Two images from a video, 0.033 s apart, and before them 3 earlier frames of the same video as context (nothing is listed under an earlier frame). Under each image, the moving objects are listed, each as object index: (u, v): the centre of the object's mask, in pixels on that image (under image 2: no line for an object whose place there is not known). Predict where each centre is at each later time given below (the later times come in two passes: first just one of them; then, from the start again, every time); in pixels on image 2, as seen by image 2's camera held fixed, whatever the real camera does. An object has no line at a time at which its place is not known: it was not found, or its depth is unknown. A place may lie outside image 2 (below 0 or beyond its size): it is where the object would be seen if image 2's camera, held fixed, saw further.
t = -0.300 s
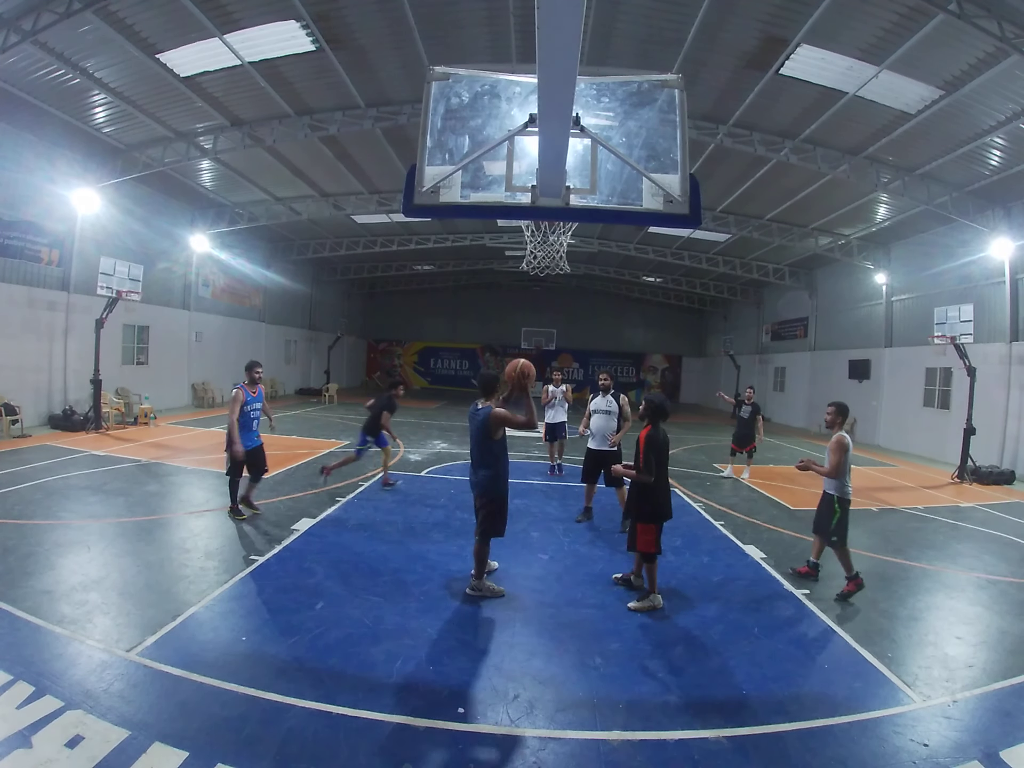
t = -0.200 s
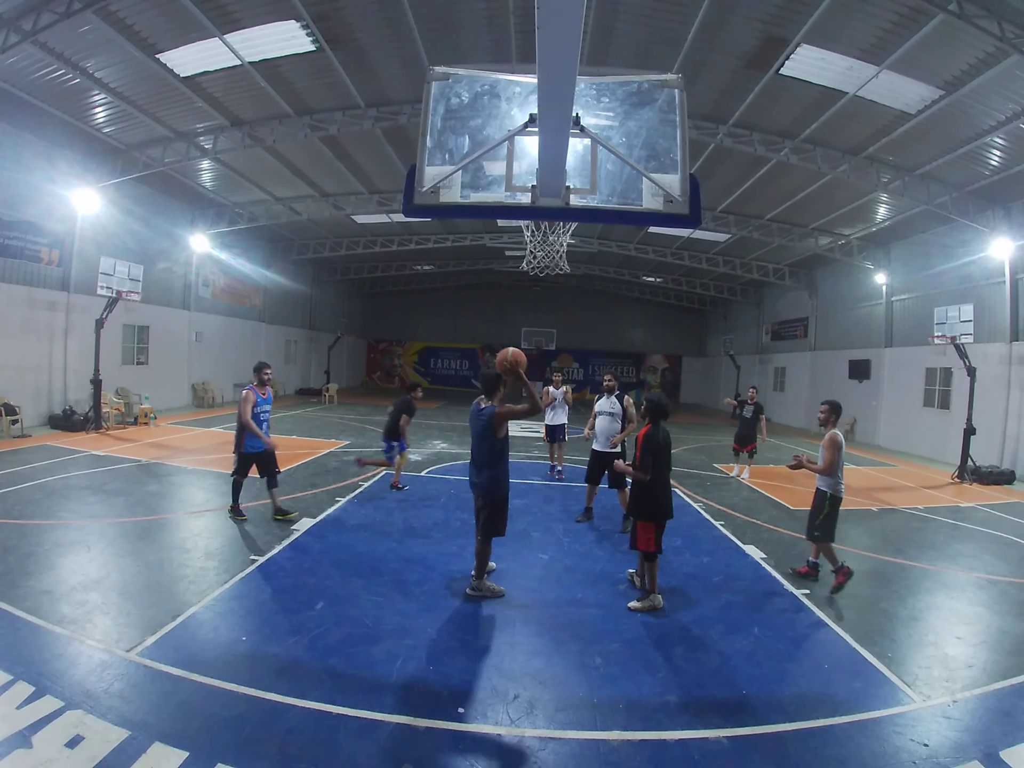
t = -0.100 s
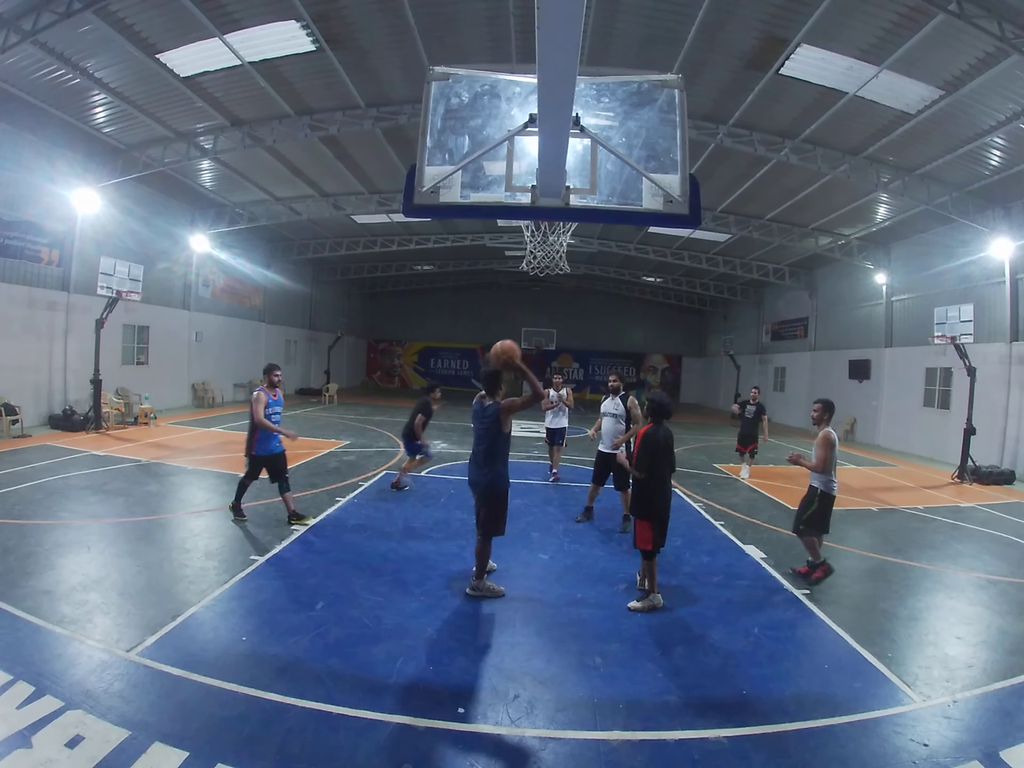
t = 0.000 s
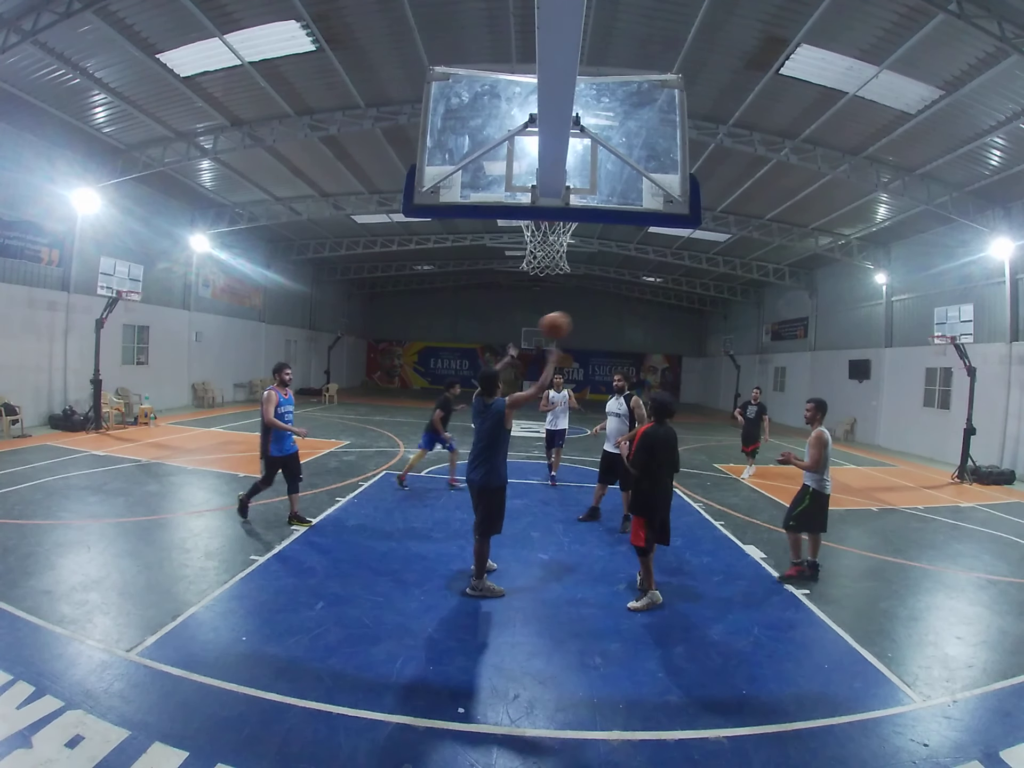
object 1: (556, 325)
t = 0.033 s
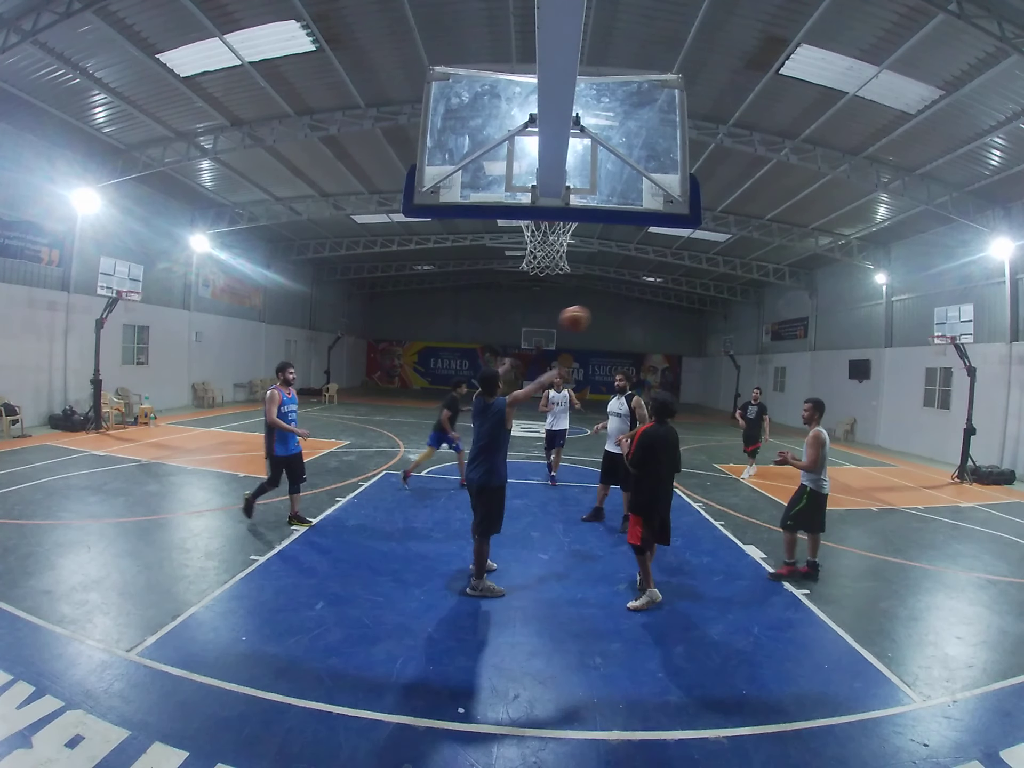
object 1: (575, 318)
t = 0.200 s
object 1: (648, 308)
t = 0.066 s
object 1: (592, 314)
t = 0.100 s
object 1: (609, 310)
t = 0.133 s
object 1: (623, 309)
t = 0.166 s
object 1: (636, 308)
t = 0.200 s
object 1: (648, 308)
